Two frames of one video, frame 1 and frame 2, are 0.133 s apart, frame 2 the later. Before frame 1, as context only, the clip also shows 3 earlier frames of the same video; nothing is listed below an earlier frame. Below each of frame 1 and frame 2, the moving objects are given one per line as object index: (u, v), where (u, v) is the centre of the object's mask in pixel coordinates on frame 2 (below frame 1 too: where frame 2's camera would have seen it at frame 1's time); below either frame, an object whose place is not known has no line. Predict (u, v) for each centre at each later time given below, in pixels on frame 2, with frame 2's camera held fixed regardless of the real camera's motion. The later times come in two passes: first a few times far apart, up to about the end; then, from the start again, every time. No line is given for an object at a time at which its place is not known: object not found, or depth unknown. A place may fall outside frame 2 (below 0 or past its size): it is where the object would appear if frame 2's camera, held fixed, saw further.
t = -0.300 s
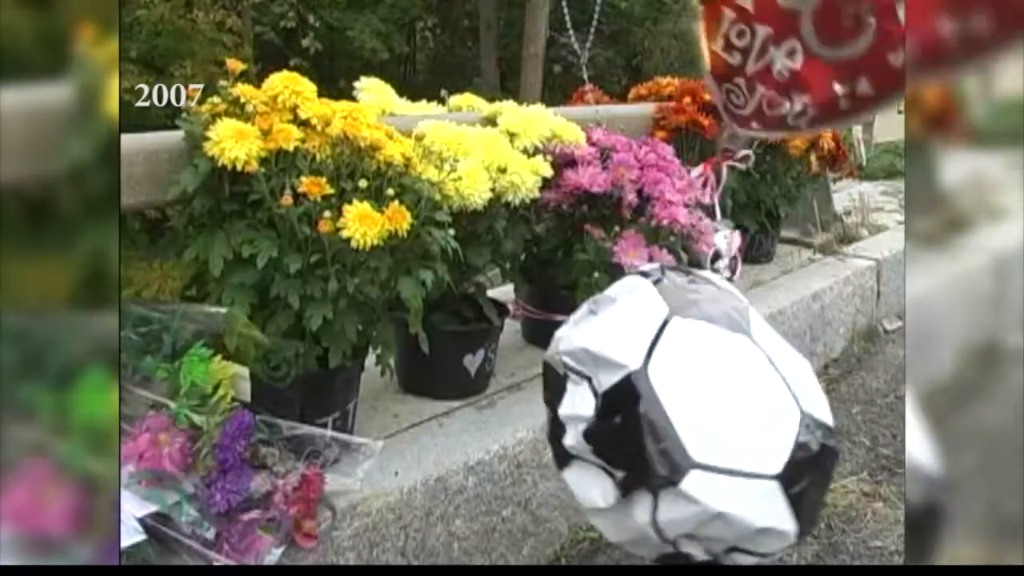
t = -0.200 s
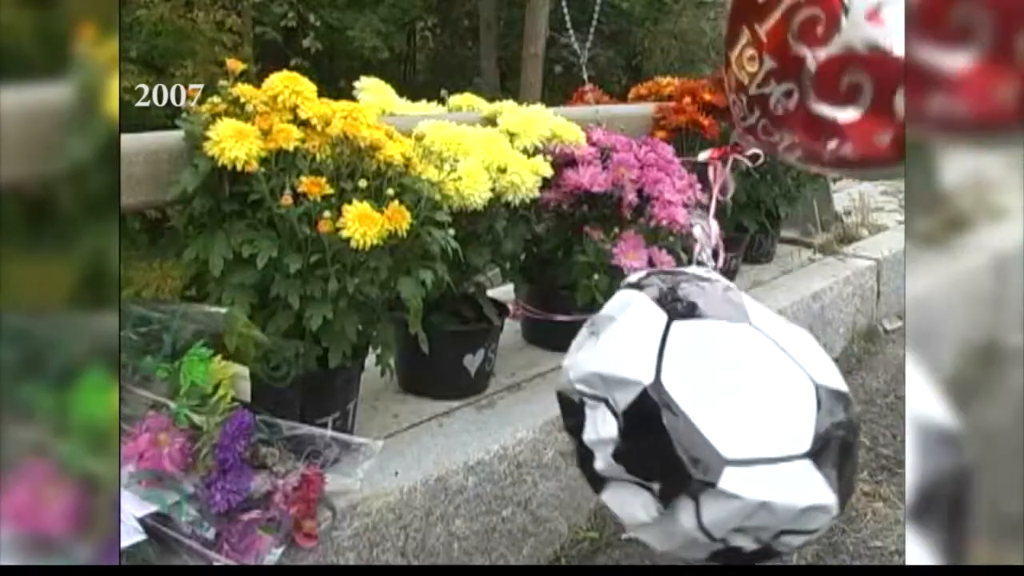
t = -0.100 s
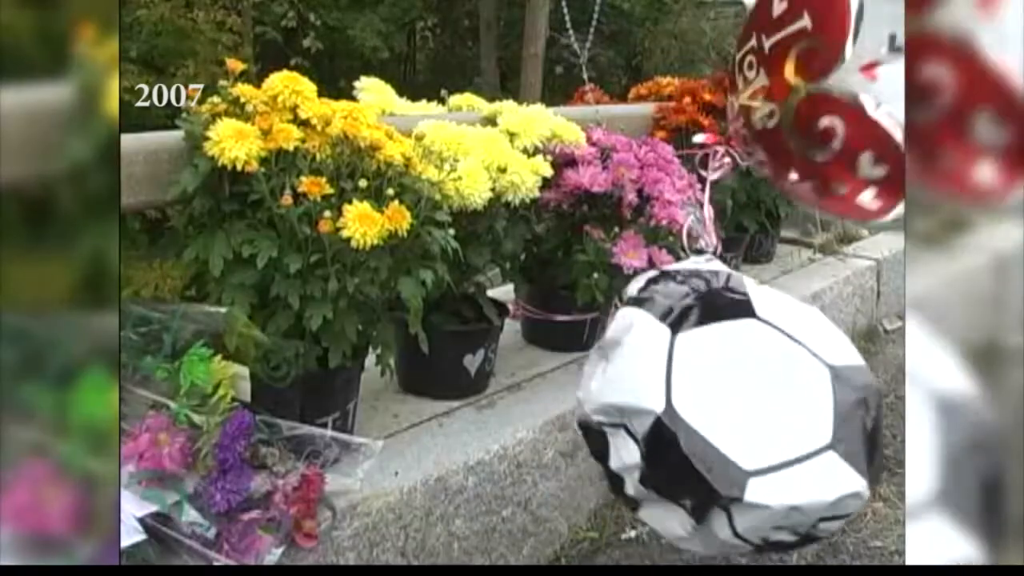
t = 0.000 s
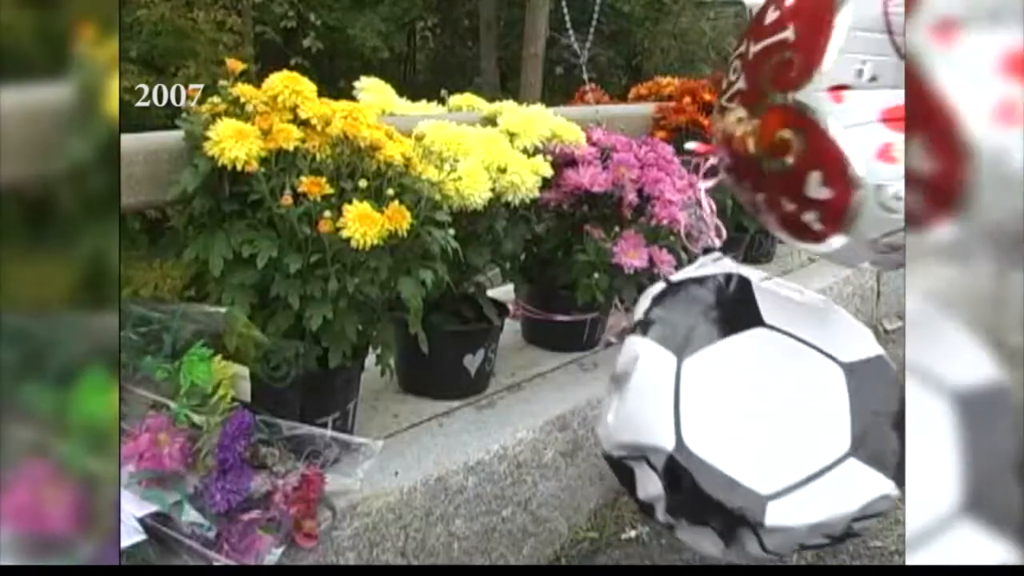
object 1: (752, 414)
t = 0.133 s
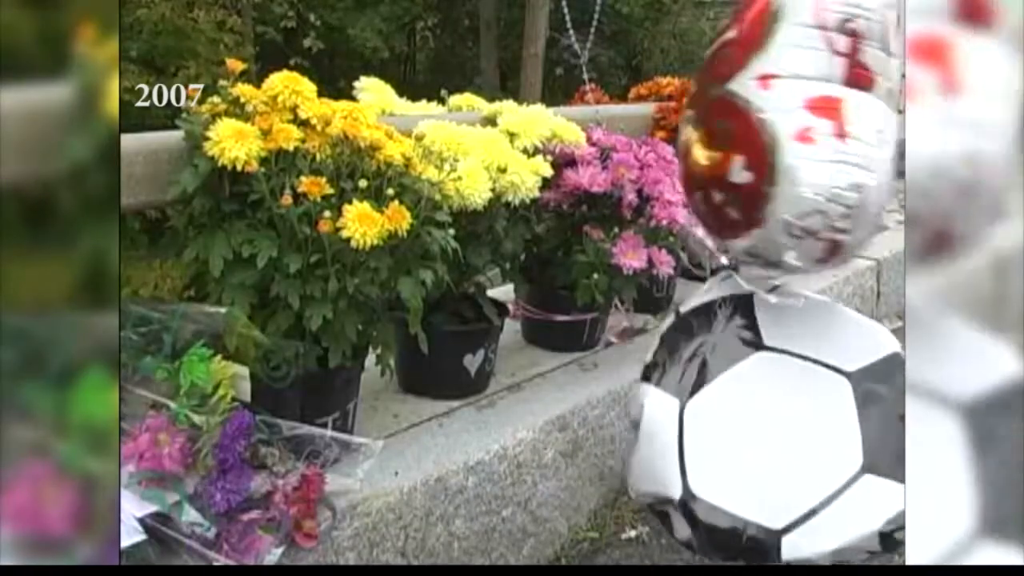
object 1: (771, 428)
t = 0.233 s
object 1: (779, 439)
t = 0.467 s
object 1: (751, 453)
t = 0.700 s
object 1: (647, 465)
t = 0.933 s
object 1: (556, 467)
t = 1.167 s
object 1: (570, 462)
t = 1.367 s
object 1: (609, 470)
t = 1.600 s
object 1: (655, 482)
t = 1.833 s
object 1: (695, 481)
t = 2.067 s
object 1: (710, 466)
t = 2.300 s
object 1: (738, 448)
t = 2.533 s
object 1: (787, 430)
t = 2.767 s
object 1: (813, 405)
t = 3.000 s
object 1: (809, 371)
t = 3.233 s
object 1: (778, 367)
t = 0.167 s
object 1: (777, 435)
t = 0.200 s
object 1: (778, 437)
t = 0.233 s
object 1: (779, 439)
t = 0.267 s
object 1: (780, 441)
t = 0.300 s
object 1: (779, 442)
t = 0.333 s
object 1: (778, 444)
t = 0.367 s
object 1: (775, 446)
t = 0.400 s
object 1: (770, 448)
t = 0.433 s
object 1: (762, 450)
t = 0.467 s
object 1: (751, 453)
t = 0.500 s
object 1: (738, 456)
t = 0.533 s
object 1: (725, 459)
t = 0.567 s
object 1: (710, 463)
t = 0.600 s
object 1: (696, 464)
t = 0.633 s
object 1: (680, 465)
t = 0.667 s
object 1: (664, 465)
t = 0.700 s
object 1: (647, 465)
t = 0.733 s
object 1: (632, 466)
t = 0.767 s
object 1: (615, 467)
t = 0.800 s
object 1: (600, 467)
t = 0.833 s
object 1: (586, 467)
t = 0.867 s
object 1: (574, 467)
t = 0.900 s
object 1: (563, 467)
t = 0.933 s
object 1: (556, 467)
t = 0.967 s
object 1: (552, 466)
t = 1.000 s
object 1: (552, 465)
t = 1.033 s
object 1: (554, 464)
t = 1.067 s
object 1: (556, 463)
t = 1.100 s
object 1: (560, 462)
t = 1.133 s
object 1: (564, 462)
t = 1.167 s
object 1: (570, 462)
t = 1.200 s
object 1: (575, 462)
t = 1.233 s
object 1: (582, 463)
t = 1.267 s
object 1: (589, 464)
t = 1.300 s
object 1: (596, 465)
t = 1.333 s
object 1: (603, 467)
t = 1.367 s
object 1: (609, 470)
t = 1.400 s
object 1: (616, 472)
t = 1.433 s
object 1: (622, 475)
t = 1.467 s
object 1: (629, 478)
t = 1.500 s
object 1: (636, 480)
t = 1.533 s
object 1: (642, 480)
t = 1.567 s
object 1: (648, 481)
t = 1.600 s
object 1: (655, 482)
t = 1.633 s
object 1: (662, 482)
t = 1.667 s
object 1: (668, 483)
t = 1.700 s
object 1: (675, 482)
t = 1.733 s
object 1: (680, 482)
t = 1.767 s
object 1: (685, 482)
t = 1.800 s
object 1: (690, 482)
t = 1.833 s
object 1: (695, 481)
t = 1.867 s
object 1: (698, 480)
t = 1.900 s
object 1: (700, 479)
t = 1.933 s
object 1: (702, 477)
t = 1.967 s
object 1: (704, 474)
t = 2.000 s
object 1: (706, 472)
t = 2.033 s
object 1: (708, 469)
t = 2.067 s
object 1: (710, 466)
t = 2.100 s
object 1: (712, 463)
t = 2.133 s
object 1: (715, 459)
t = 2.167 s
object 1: (718, 456)
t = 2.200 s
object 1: (722, 454)
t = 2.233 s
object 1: (726, 452)
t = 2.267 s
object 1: (732, 450)
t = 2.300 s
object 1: (738, 448)
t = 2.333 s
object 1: (745, 445)
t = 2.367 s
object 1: (752, 443)
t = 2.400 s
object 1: (760, 440)
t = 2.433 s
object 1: (768, 438)
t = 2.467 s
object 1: (775, 436)
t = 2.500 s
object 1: (782, 433)
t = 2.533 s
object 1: (787, 430)
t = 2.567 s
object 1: (793, 428)
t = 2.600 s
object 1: (796, 424)
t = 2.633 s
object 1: (802, 422)
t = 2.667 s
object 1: (805, 417)
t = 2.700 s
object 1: (808, 414)
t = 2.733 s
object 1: (811, 410)
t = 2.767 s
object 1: (813, 405)
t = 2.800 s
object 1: (814, 402)
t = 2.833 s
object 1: (816, 398)
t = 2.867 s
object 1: (816, 391)
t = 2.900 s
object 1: (814, 385)
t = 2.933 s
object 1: (813, 381)
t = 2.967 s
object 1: (811, 375)
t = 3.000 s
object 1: (809, 371)
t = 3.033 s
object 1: (806, 368)
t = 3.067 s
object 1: (802, 366)
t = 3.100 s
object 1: (798, 363)
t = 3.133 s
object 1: (794, 362)
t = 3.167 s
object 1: (790, 363)
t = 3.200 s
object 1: (784, 364)
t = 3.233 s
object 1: (778, 367)
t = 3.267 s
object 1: (771, 373)
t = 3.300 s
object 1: (762, 379)
